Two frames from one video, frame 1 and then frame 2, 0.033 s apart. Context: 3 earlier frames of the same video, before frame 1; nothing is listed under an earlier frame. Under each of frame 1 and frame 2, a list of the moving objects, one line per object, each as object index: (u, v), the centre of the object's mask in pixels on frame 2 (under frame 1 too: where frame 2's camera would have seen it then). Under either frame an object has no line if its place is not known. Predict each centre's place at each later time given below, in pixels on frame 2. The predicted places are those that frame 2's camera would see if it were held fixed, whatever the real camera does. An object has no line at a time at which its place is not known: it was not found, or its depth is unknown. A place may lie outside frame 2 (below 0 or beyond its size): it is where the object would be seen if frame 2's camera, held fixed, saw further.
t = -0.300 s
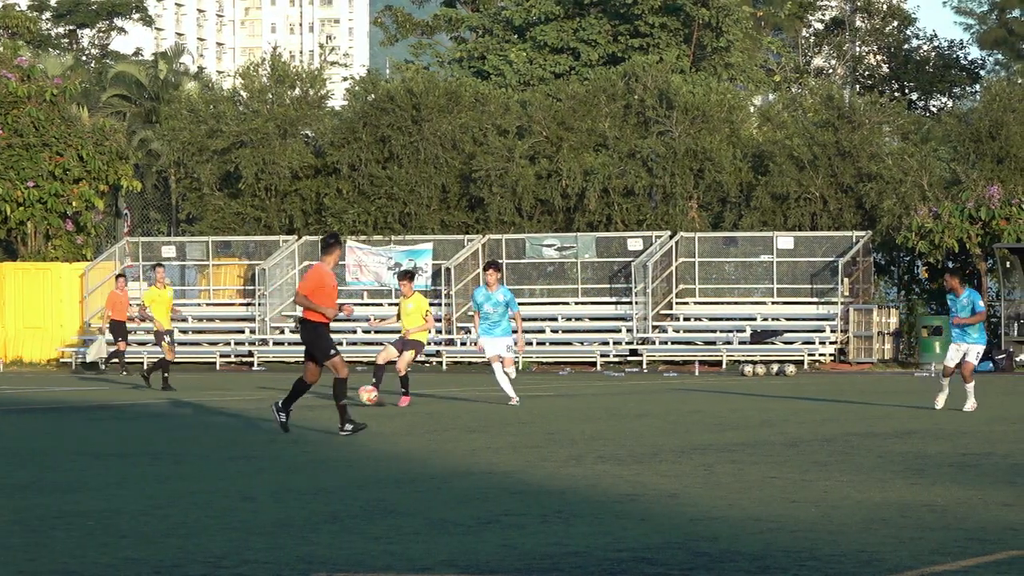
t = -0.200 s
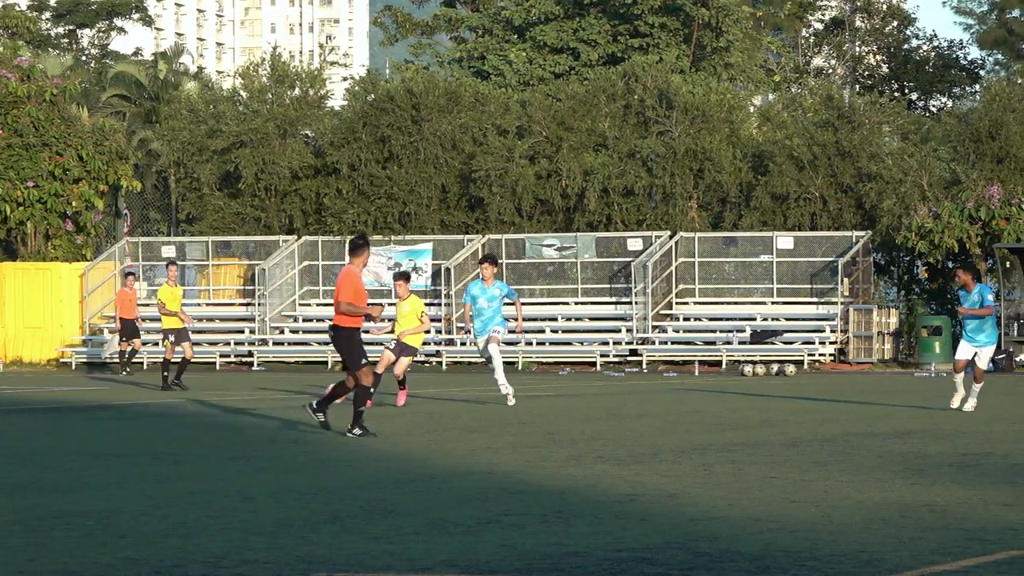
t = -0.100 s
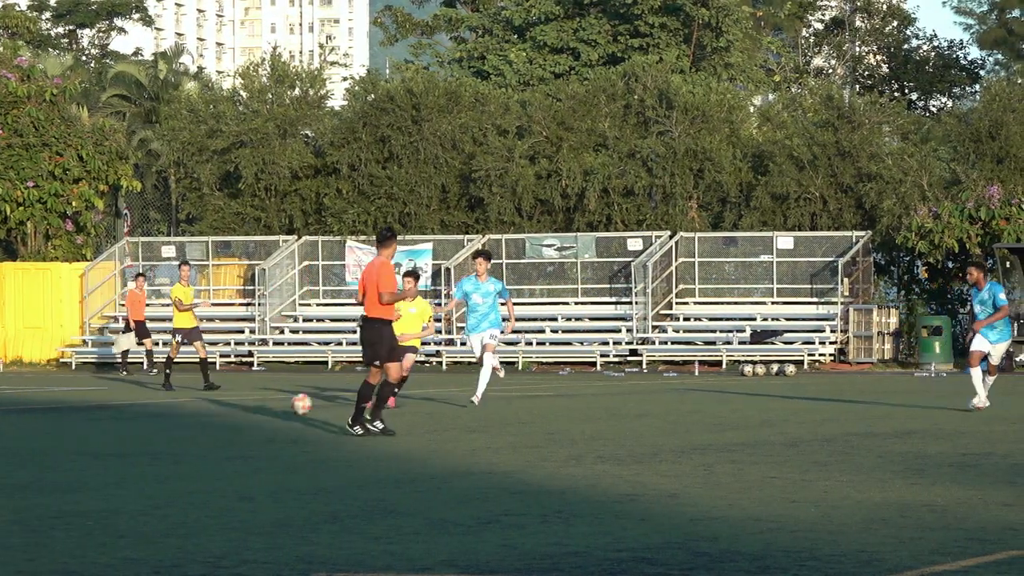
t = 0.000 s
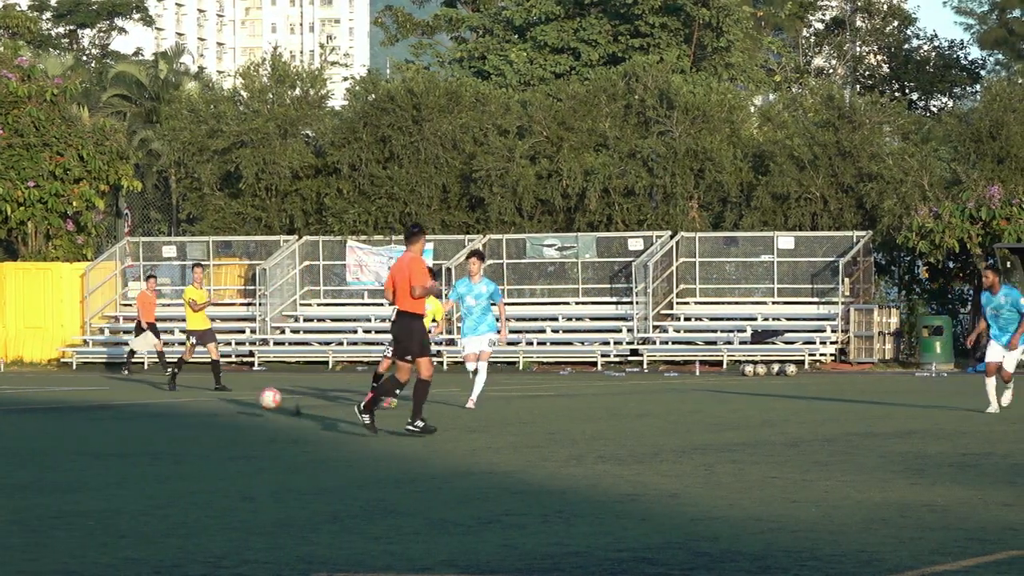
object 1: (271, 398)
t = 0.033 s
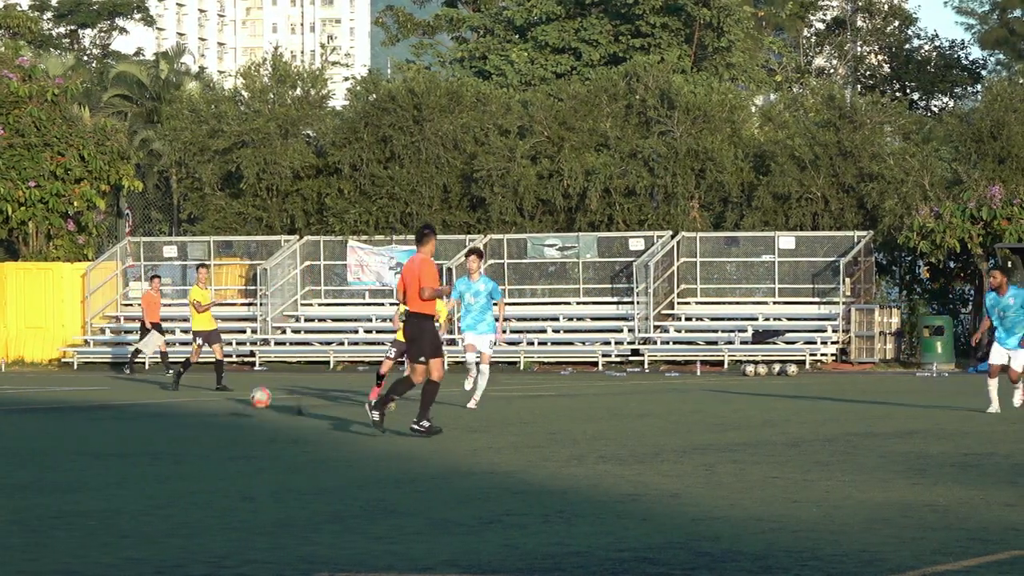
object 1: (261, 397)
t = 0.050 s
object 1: (255, 398)
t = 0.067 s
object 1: (250, 399)
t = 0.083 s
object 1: (244, 399)
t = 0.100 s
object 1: (239, 400)
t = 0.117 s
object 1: (234, 402)
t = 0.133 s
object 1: (228, 403)
